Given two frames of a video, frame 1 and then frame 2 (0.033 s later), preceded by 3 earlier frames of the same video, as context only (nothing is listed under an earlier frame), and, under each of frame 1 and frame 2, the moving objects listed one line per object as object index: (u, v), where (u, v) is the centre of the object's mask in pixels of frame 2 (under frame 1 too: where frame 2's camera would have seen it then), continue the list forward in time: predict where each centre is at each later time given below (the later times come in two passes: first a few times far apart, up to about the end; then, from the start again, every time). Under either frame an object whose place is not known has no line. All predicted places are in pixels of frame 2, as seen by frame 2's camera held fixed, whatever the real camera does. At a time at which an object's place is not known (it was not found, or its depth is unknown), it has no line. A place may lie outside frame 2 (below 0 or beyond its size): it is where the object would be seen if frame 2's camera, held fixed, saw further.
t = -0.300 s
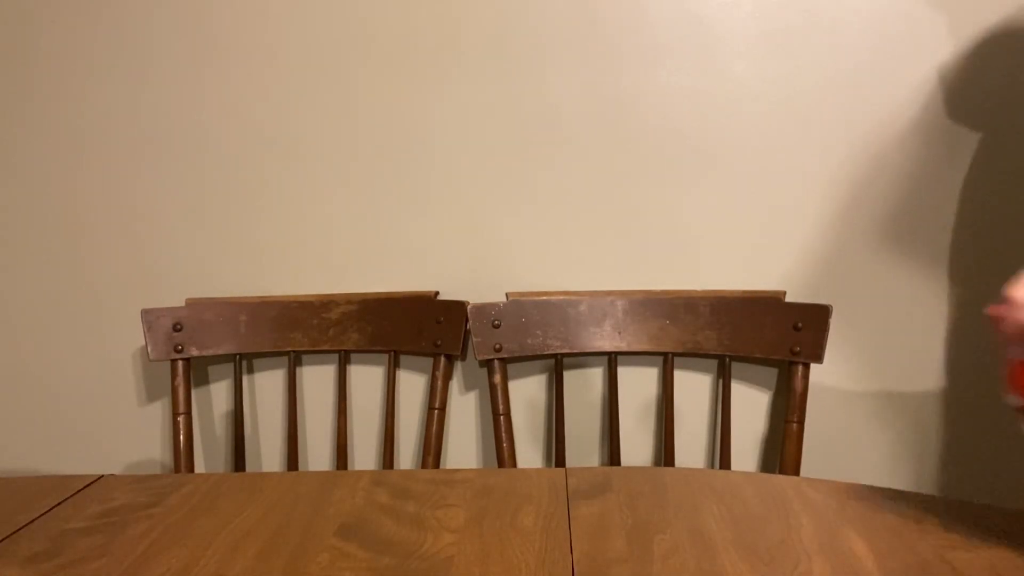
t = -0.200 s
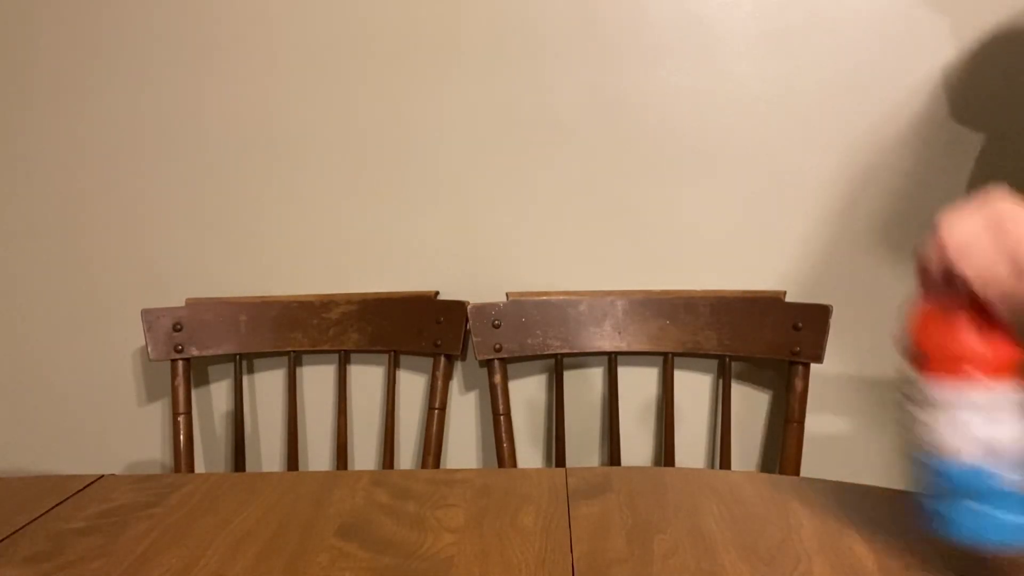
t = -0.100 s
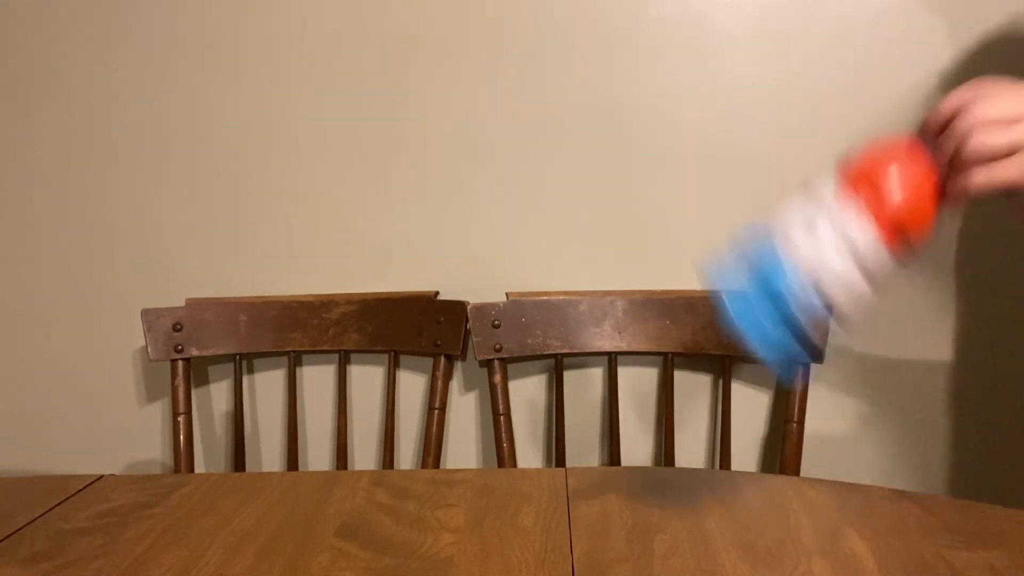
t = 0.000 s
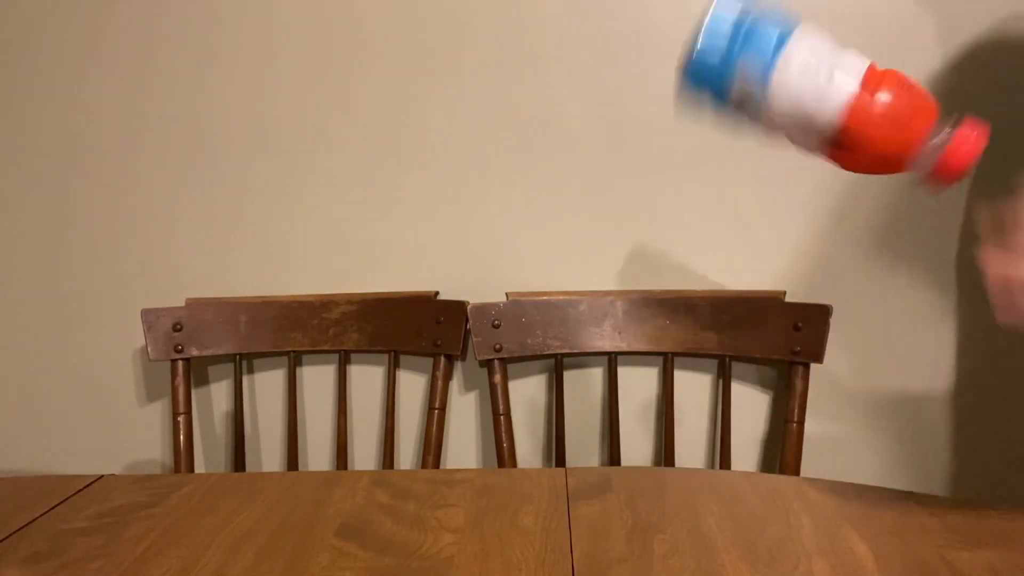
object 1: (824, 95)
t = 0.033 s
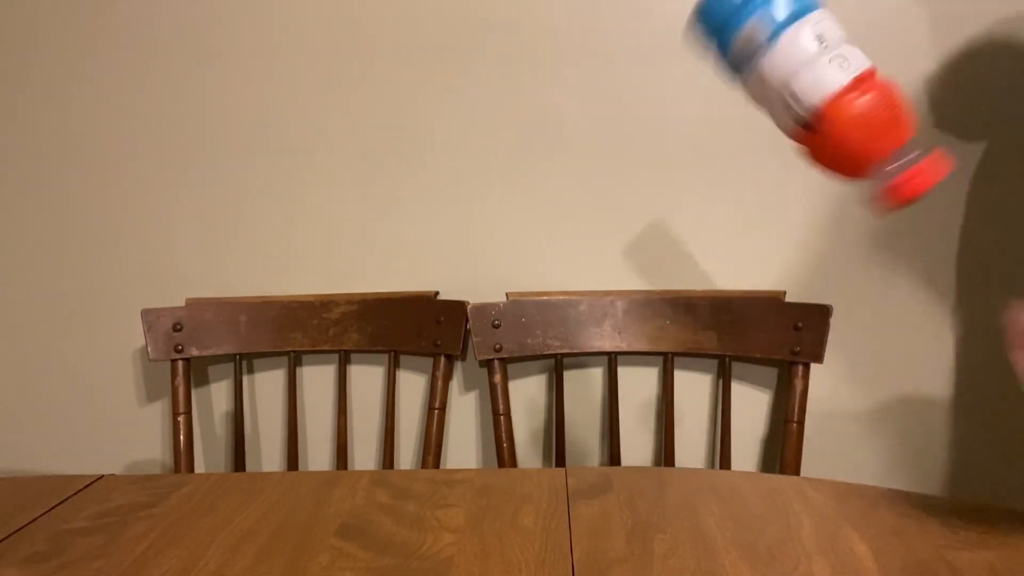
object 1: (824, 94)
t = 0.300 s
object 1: (776, 460)
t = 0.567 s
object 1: (721, 476)
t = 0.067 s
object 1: (815, 105)
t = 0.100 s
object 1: (801, 112)
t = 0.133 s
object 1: (799, 120)
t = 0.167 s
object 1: (803, 160)
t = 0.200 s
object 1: (803, 219)
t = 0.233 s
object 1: (797, 296)
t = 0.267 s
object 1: (799, 375)
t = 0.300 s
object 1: (776, 460)
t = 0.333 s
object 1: (764, 476)
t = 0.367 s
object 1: (767, 469)
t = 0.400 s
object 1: (755, 452)
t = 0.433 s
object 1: (746, 452)
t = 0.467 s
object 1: (737, 467)
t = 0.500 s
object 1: (732, 485)
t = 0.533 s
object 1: (727, 491)
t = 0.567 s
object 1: (721, 476)
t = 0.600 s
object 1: (715, 476)
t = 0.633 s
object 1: (710, 489)
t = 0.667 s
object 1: (710, 492)
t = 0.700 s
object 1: (708, 491)
